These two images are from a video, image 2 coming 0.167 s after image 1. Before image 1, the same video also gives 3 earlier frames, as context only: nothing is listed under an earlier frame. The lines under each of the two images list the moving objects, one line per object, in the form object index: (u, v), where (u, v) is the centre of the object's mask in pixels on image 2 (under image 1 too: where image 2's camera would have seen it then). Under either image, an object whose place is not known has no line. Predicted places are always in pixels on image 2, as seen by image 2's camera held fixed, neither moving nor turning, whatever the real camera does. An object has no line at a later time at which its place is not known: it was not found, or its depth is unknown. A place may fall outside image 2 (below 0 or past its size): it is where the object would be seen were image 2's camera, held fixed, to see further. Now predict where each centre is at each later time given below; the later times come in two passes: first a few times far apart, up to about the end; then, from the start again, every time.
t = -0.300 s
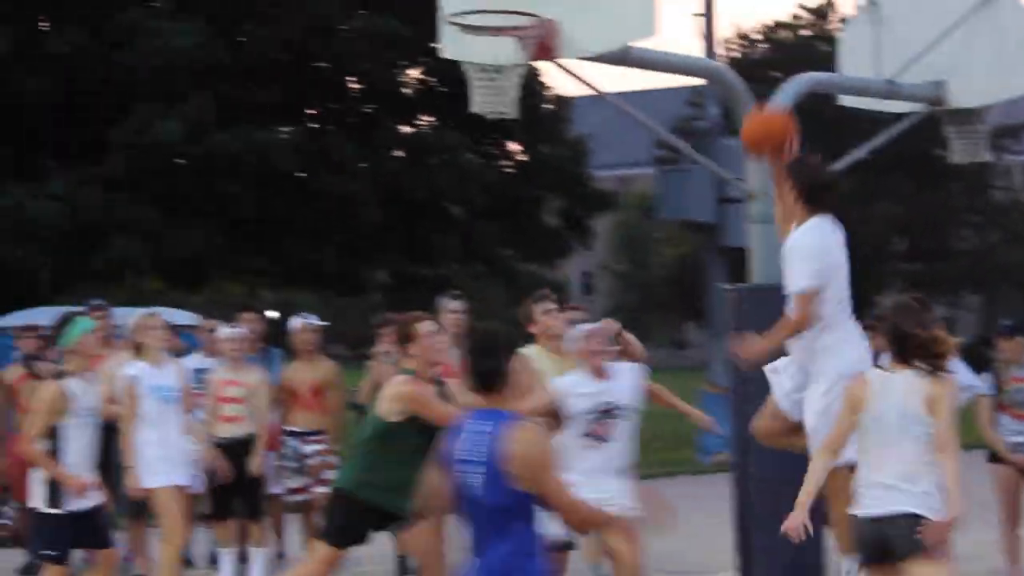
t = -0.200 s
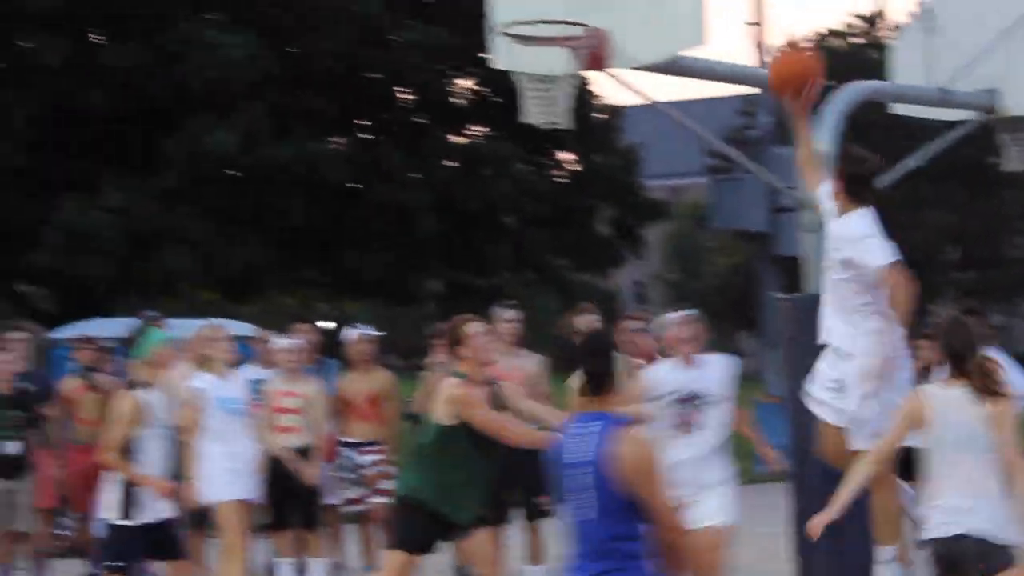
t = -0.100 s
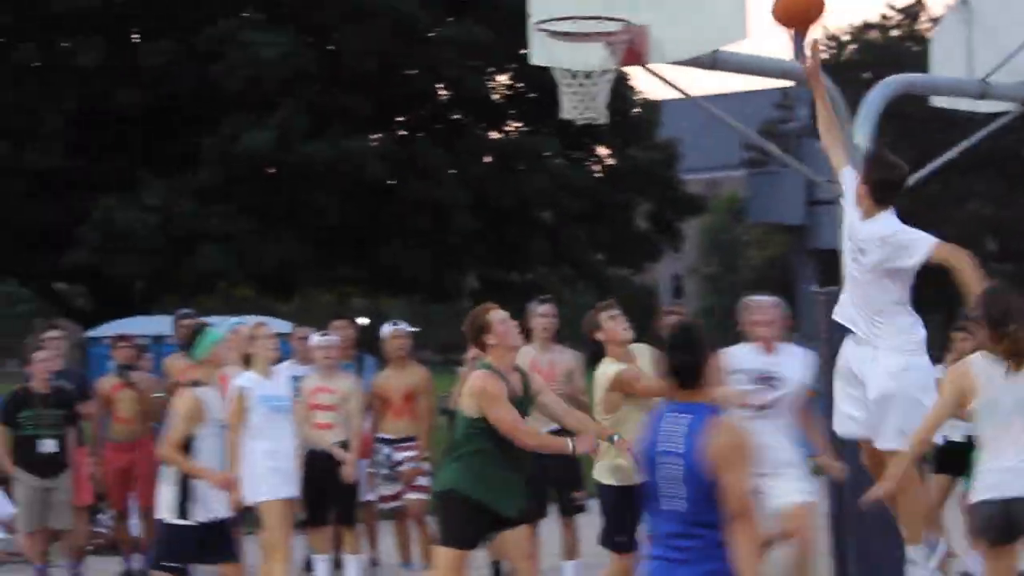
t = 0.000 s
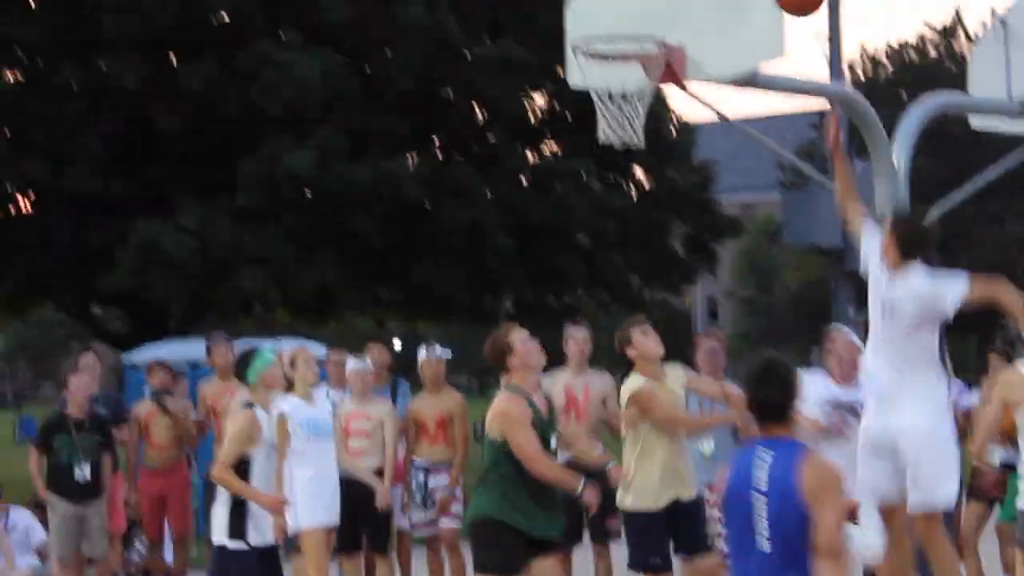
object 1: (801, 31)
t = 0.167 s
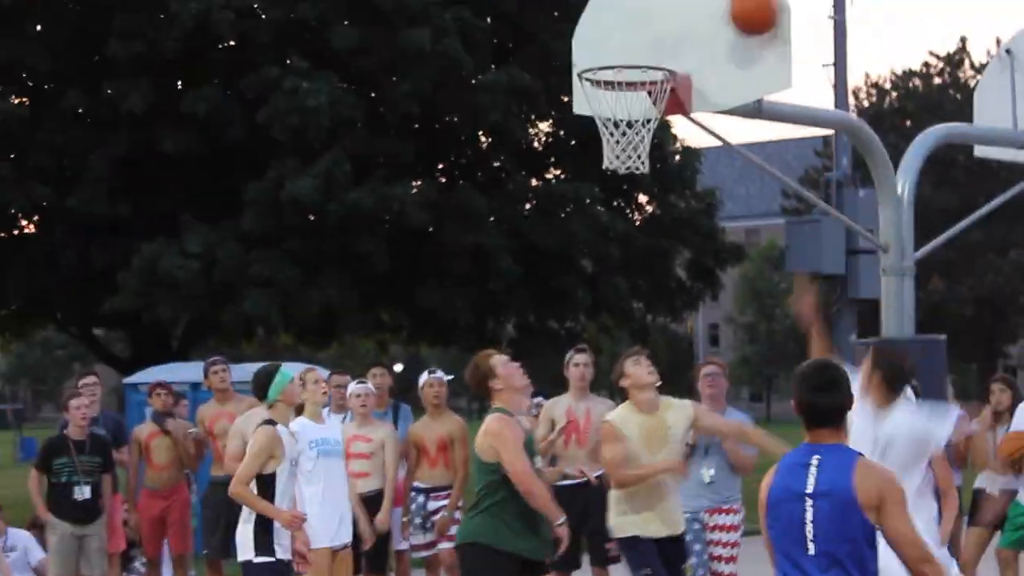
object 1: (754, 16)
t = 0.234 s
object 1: (721, 16)
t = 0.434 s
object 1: (620, 92)
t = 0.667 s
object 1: (596, 111)
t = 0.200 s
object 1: (740, 15)
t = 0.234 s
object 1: (721, 16)
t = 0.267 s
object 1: (702, 24)
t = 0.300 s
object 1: (685, 34)
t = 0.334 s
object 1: (671, 45)
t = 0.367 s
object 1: (658, 55)
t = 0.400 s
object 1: (637, 72)
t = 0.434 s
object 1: (620, 92)
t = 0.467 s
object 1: (601, 107)
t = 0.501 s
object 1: (588, 118)
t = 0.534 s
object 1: (586, 127)
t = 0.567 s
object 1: (592, 124)
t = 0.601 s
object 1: (593, 127)
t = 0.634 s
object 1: (593, 129)
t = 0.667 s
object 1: (596, 111)
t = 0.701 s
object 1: (595, 130)
